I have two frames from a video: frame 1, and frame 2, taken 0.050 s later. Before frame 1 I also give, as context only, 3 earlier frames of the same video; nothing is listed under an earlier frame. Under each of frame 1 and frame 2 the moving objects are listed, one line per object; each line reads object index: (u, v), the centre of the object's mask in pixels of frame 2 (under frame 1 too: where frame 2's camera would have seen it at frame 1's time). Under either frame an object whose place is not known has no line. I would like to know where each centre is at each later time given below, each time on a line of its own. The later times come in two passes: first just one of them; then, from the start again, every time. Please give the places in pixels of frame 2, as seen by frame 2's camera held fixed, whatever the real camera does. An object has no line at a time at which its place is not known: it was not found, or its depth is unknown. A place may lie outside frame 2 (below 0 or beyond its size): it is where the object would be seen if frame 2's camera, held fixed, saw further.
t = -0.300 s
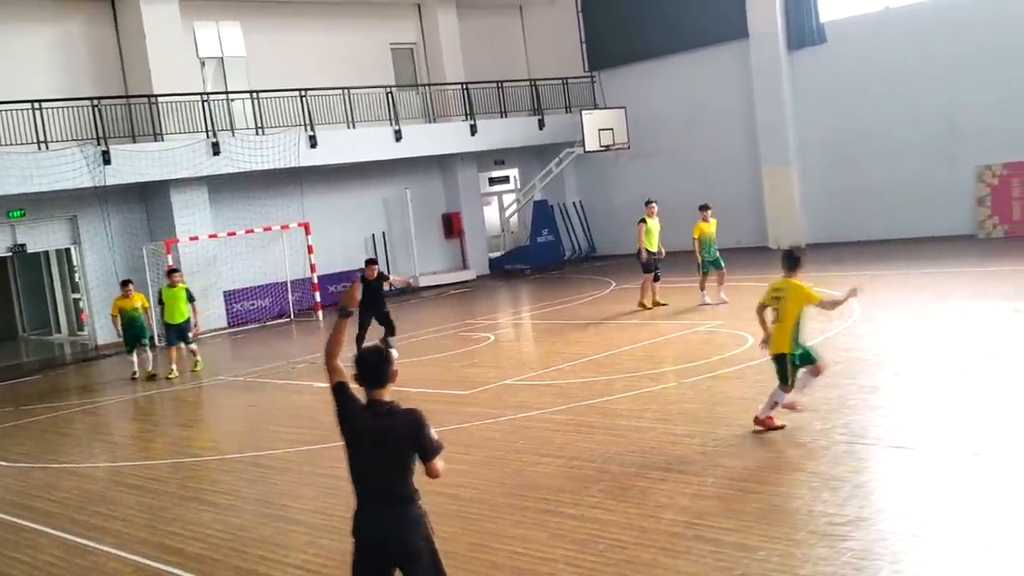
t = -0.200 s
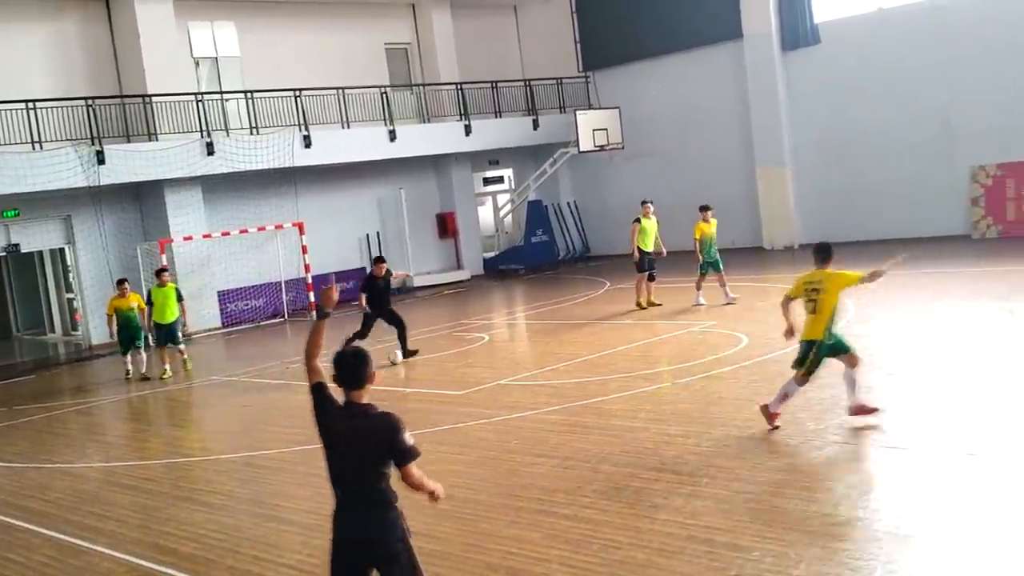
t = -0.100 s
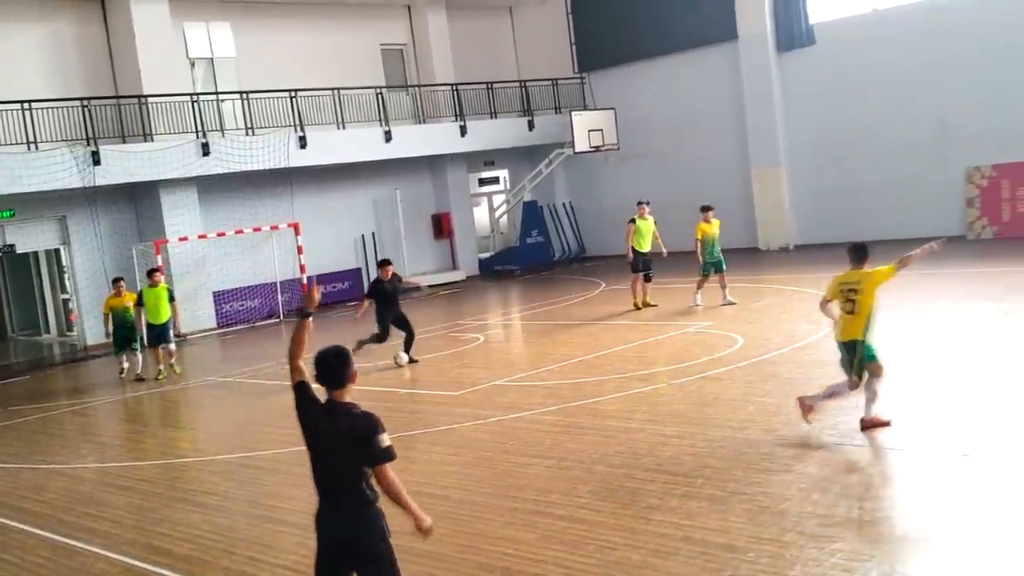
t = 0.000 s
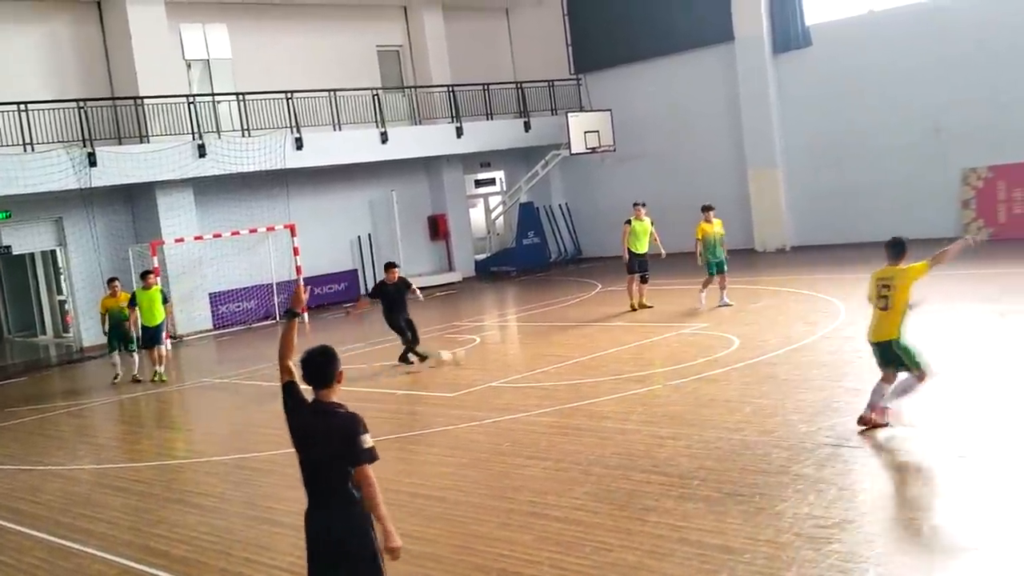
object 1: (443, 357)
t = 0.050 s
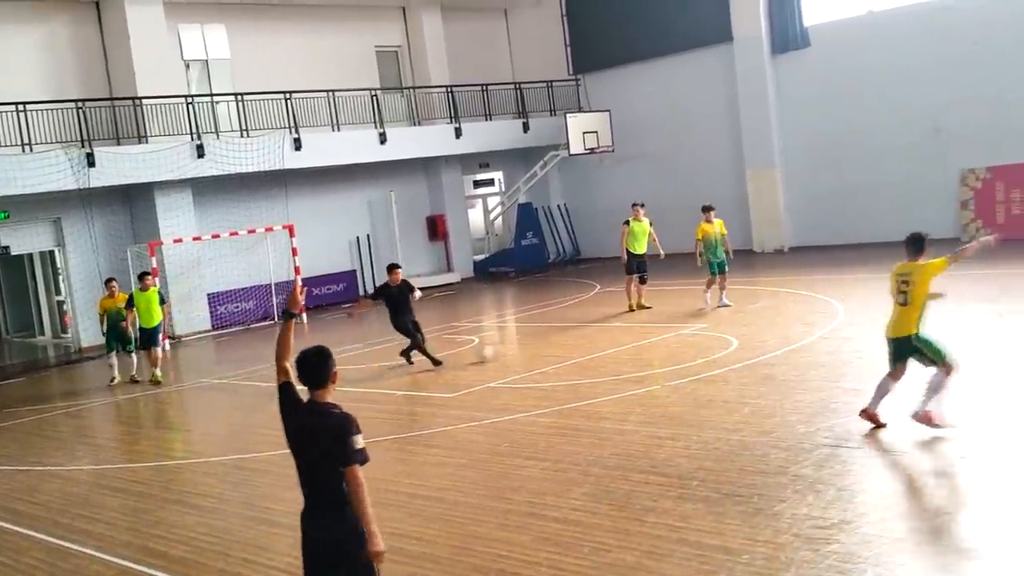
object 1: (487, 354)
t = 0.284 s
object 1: (679, 334)
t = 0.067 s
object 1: (501, 352)
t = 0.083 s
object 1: (517, 350)
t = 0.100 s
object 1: (530, 349)
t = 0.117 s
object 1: (545, 348)
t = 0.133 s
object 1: (559, 346)
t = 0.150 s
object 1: (572, 345)
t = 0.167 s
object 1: (593, 342)
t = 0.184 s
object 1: (601, 341)
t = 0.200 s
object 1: (614, 340)
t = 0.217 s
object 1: (628, 338)
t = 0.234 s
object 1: (642, 338)
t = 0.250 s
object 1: (656, 336)
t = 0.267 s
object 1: (667, 334)
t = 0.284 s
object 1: (679, 334)
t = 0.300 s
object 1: (693, 331)
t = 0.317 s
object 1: (707, 330)
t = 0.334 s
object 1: (719, 329)
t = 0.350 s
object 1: (734, 328)
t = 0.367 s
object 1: (746, 327)
